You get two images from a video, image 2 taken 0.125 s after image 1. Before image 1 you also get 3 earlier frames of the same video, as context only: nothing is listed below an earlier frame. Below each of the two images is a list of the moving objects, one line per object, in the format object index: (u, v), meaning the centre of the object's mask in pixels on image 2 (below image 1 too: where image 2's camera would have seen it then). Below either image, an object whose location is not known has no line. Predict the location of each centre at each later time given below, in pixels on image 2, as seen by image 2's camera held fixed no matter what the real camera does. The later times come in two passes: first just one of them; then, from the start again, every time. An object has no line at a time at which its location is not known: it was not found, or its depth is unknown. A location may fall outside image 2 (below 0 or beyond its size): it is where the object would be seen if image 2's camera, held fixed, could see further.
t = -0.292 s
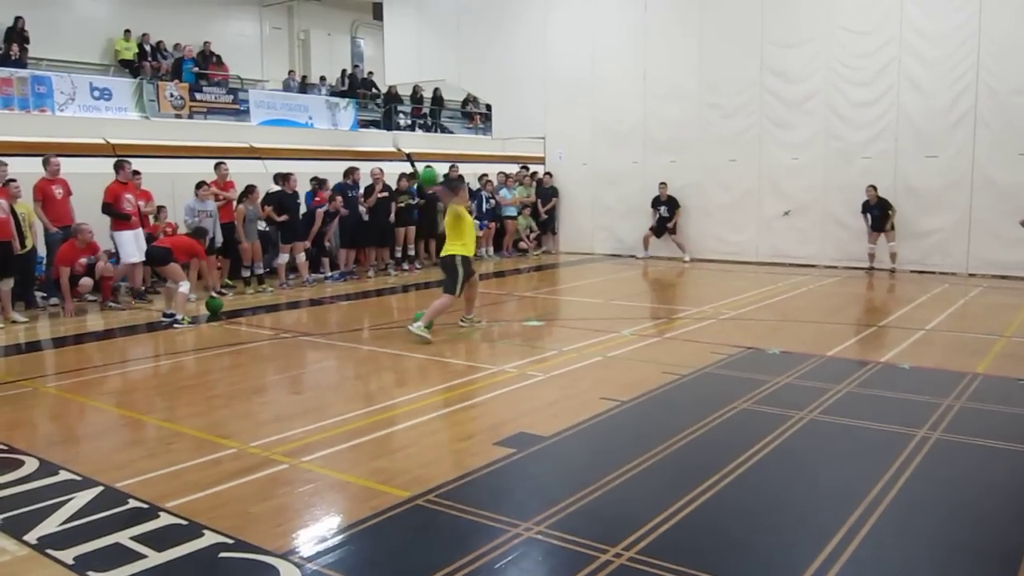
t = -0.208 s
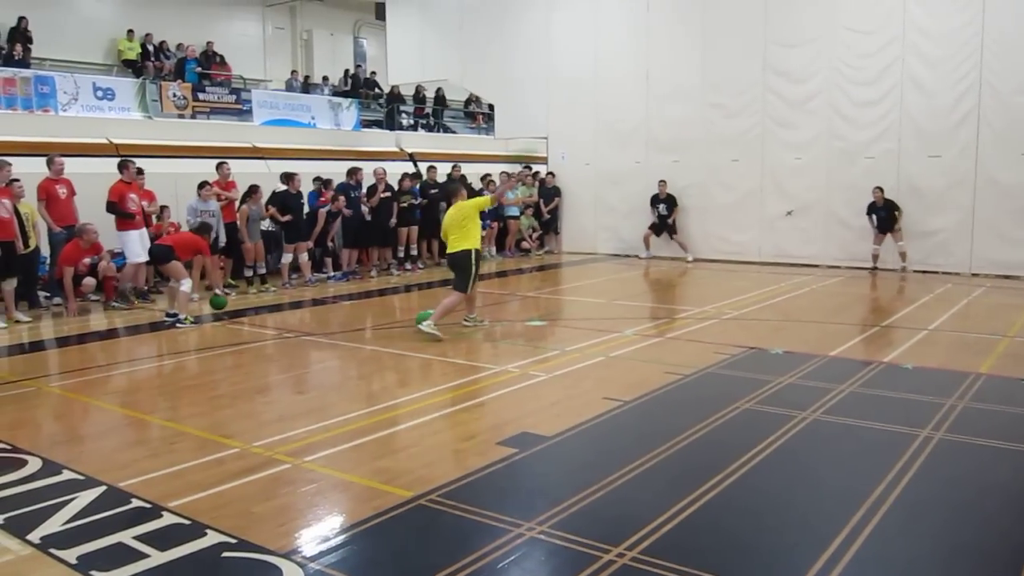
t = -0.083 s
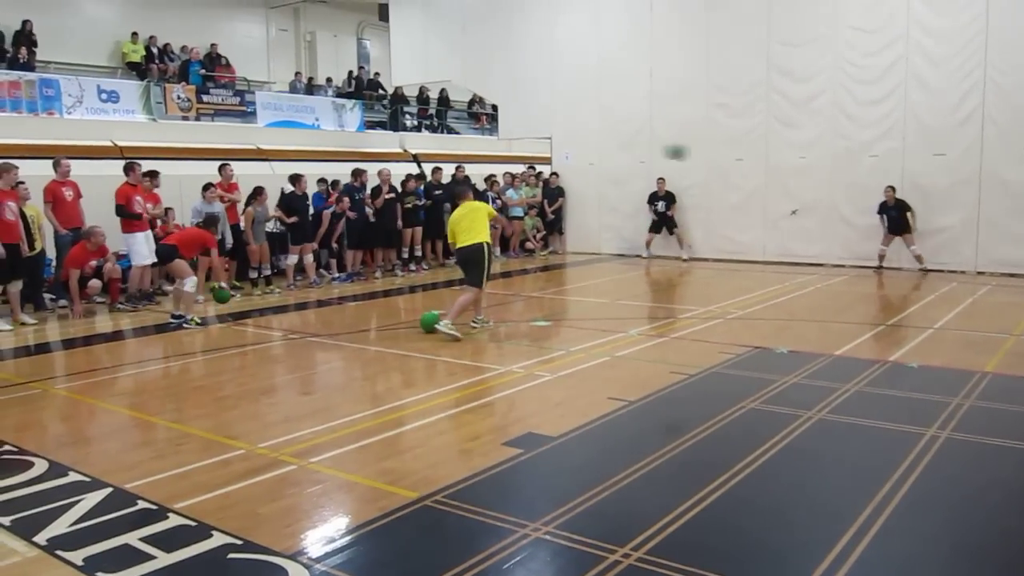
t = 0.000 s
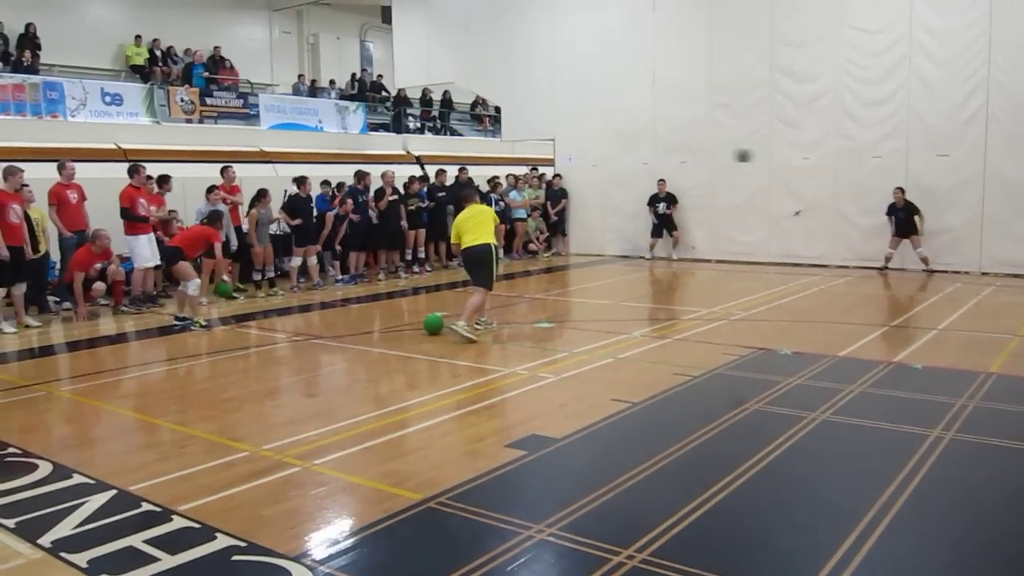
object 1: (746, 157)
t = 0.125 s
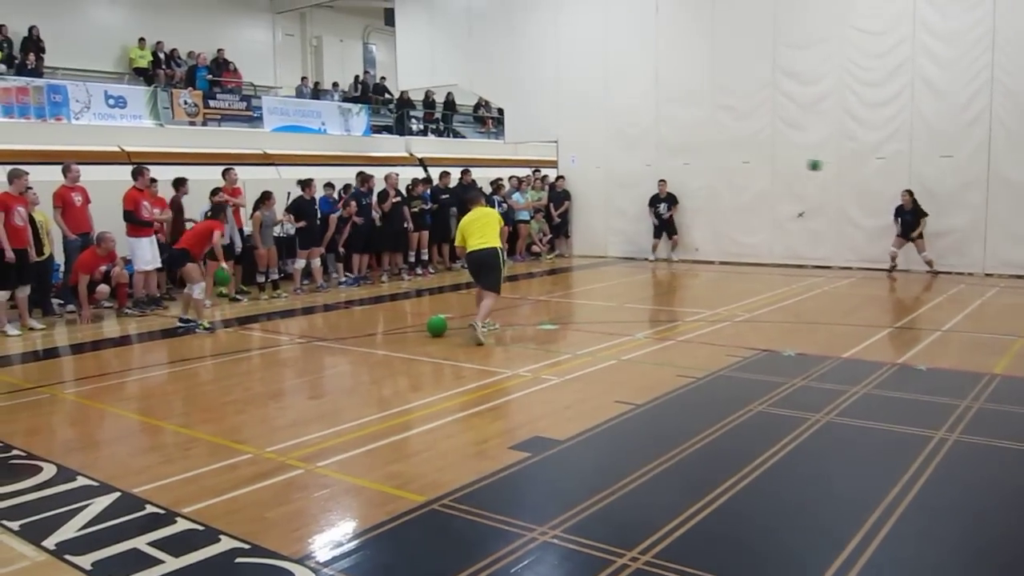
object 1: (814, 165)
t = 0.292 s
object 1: (814, 174)
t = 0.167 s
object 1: (829, 168)
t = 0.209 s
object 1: (824, 169)
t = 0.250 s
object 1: (819, 171)
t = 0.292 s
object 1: (814, 174)
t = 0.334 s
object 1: (808, 179)
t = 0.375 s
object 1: (802, 185)
